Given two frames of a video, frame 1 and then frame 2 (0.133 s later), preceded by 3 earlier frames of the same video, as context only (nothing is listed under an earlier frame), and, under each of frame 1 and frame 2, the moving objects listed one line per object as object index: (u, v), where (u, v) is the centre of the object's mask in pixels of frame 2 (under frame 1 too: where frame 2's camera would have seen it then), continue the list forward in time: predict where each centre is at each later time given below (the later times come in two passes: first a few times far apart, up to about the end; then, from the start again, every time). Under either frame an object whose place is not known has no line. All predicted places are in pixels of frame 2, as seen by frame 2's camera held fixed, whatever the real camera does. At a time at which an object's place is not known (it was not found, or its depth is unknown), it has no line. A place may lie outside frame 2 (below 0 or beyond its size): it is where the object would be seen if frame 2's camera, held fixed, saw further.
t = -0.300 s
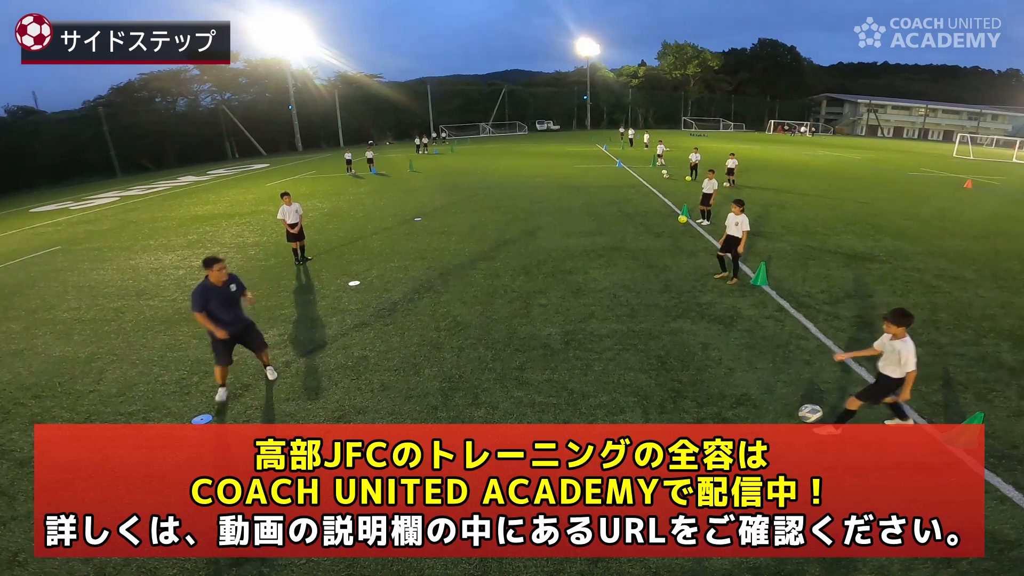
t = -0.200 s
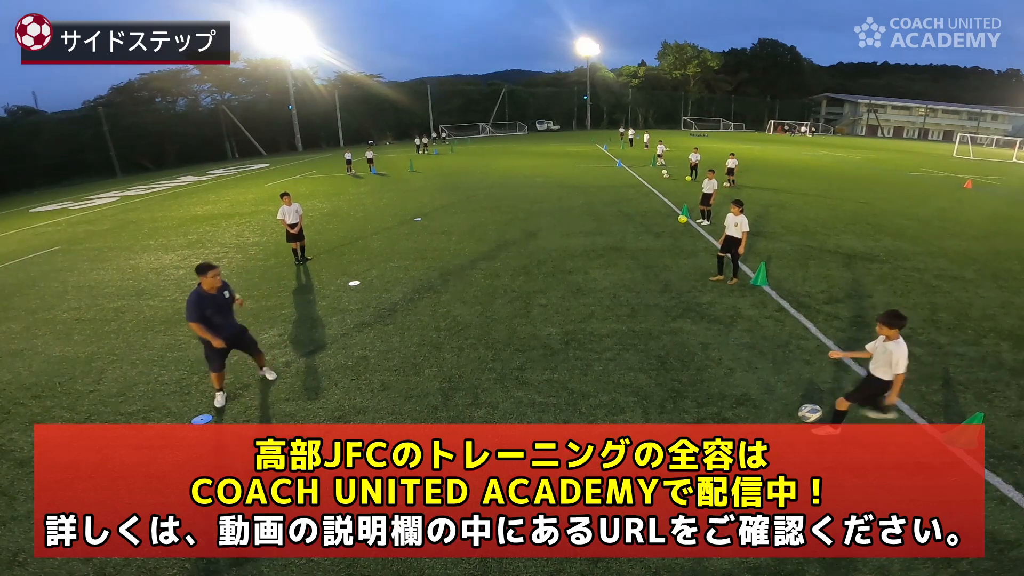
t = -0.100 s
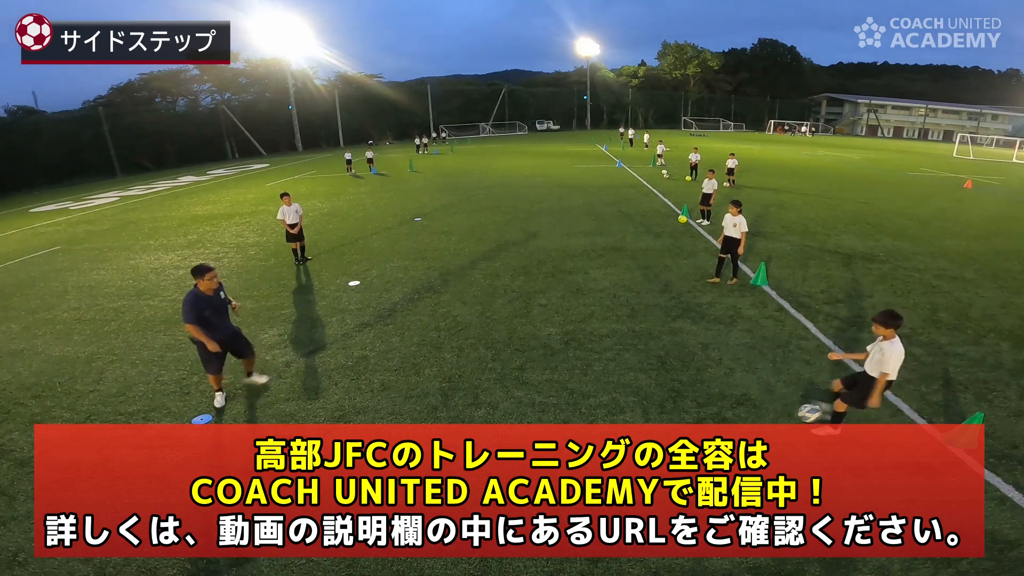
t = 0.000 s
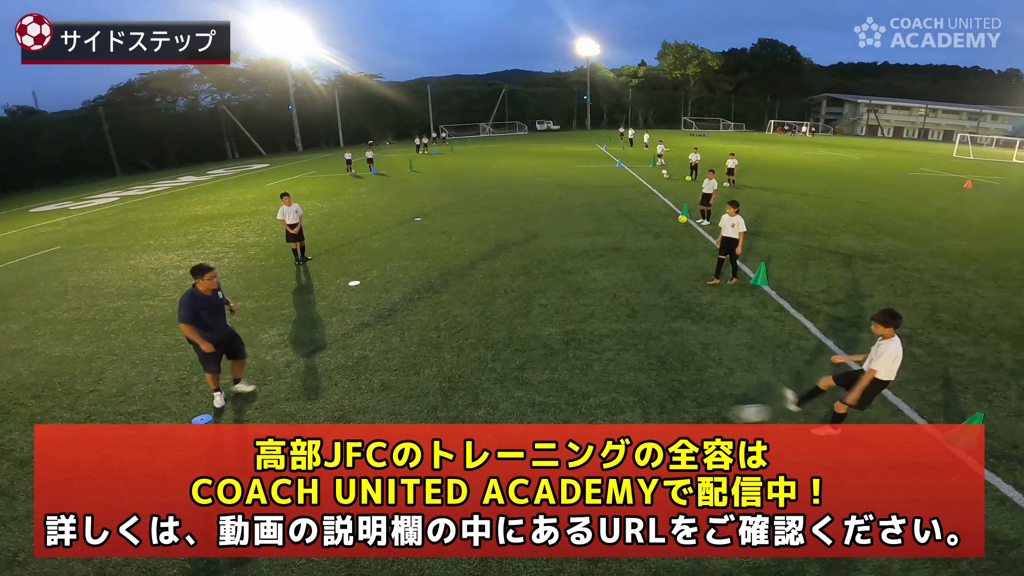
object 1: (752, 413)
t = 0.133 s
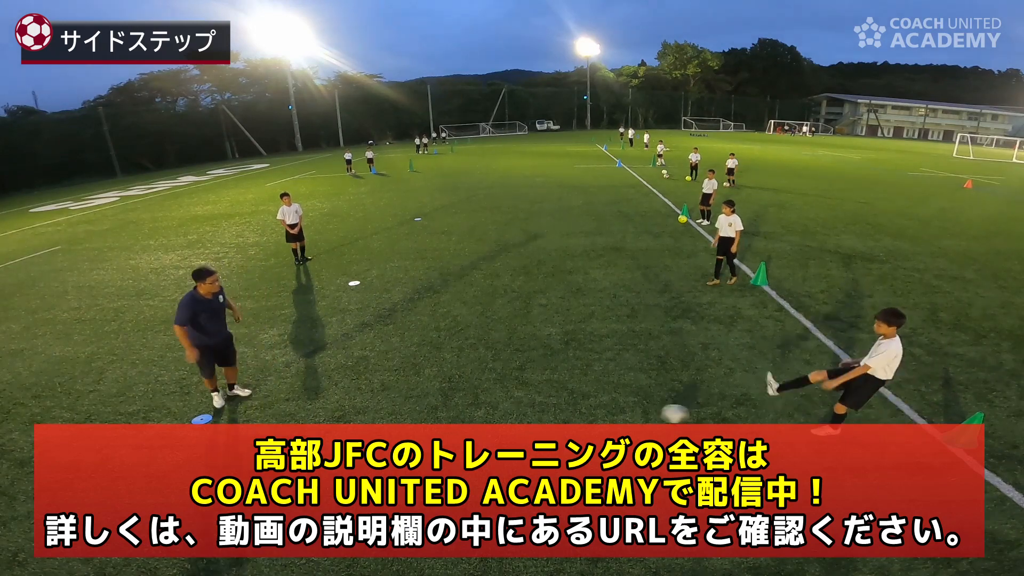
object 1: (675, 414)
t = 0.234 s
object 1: (626, 413)
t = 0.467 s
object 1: (527, 410)
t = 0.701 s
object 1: (440, 407)
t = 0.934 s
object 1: (360, 401)
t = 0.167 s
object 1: (657, 413)
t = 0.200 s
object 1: (642, 413)
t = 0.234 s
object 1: (626, 413)
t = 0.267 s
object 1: (610, 413)
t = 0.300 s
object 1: (597, 412)
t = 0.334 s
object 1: (582, 413)
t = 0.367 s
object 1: (568, 413)
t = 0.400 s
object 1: (555, 412)
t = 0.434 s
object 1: (542, 411)
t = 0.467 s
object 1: (527, 410)
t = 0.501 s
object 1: (515, 410)
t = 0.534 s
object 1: (503, 410)
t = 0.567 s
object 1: (489, 409)
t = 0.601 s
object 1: (477, 408)
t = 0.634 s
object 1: (465, 408)
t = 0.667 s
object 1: (451, 407)
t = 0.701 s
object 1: (440, 407)
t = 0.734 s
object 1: (428, 406)
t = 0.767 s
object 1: (415, 405)
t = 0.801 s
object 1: (405, 404)
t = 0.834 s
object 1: (393, 404)
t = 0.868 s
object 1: (381, 403)
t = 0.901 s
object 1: (371, 402)
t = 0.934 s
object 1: (360, 401)
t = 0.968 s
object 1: (348, 400)
